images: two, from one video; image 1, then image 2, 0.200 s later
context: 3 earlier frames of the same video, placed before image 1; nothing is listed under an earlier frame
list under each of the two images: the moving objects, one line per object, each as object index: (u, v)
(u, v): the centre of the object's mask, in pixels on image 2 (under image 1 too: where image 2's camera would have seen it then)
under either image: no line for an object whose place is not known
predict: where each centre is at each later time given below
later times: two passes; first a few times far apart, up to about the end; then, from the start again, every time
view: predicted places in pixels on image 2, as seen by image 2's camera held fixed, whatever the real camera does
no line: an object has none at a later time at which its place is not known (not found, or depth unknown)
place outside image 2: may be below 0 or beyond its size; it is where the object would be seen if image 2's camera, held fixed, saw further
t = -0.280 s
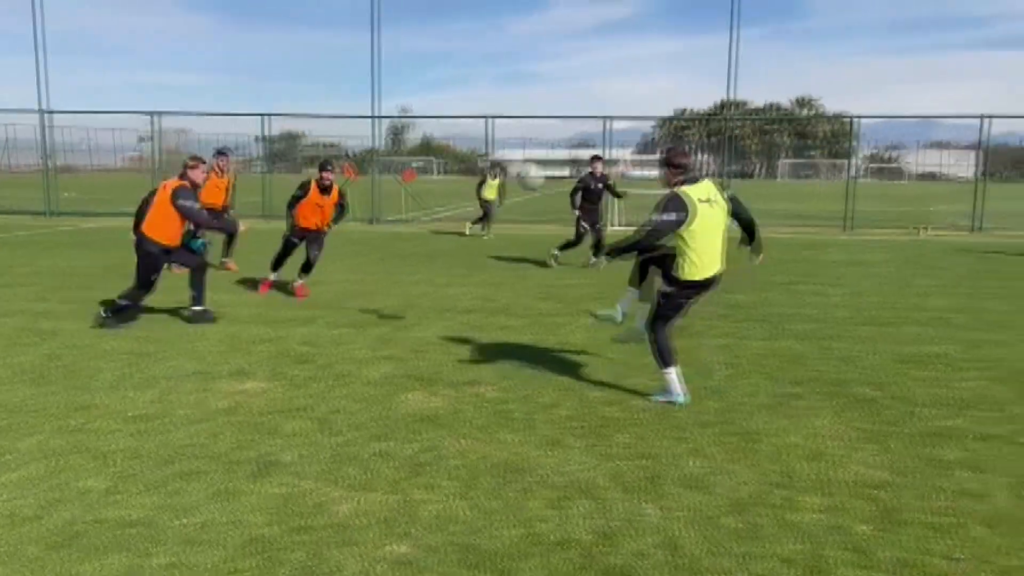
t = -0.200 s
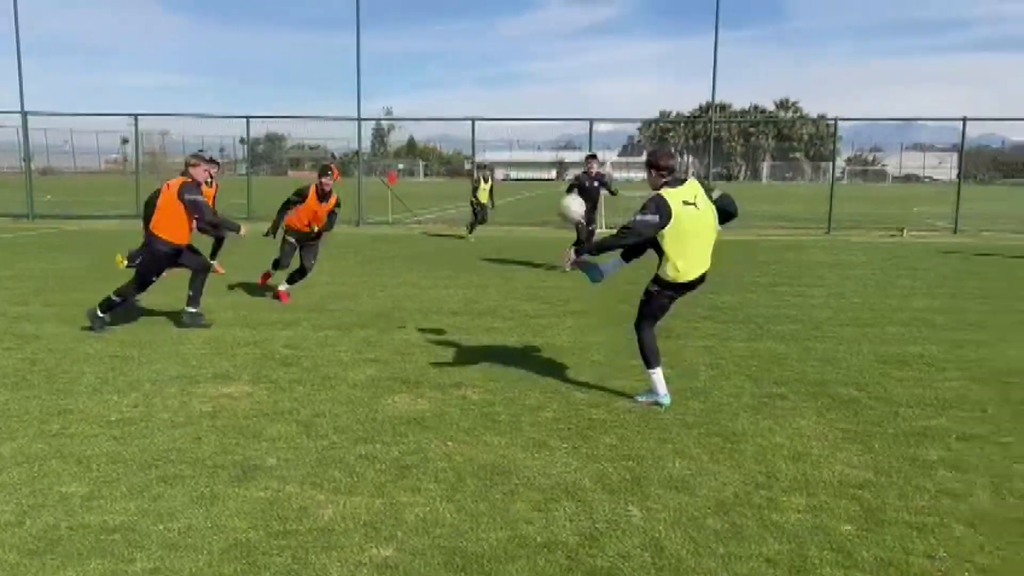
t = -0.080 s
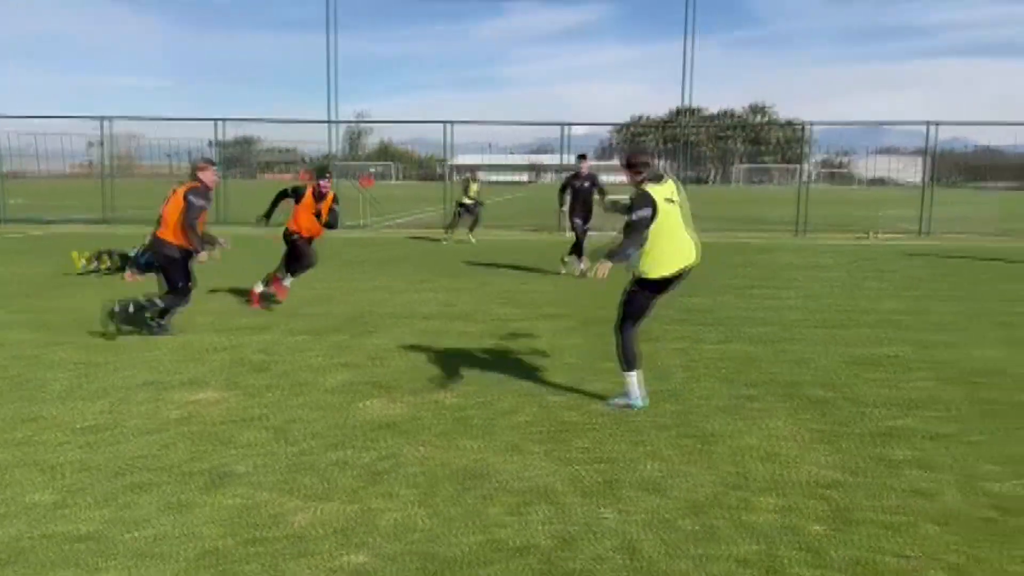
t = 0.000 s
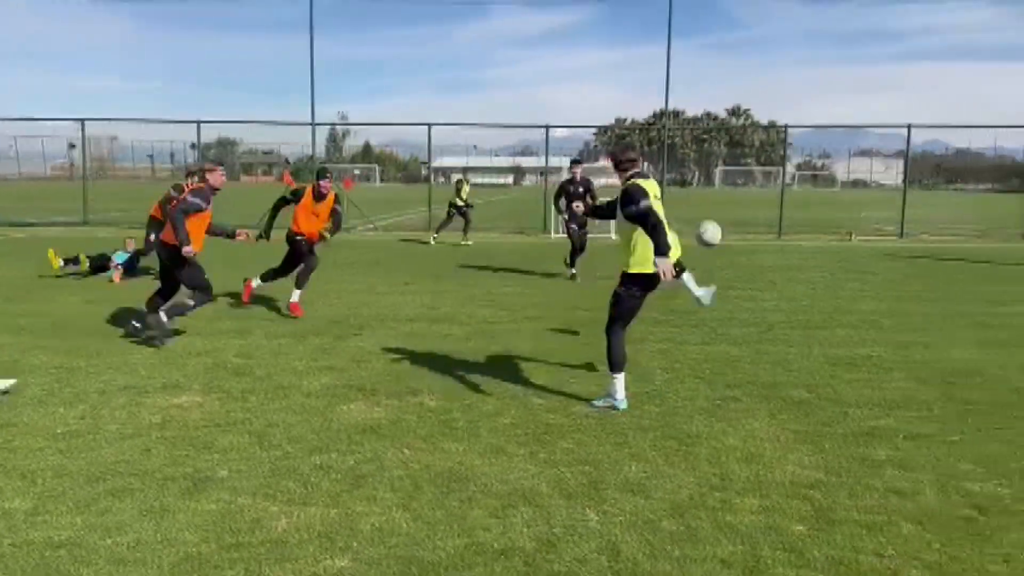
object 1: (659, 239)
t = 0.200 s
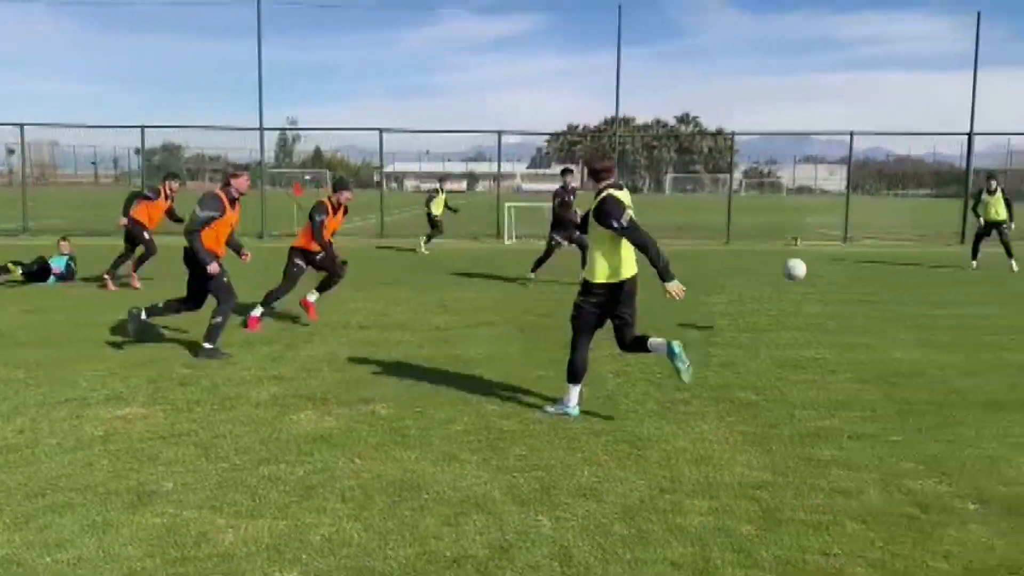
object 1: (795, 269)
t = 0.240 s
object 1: (817, 277)
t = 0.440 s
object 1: (904, 297)
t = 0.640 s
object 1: (955, 261)
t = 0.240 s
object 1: (817, 277)
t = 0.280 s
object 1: (836, 287)
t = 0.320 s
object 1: (865, 308)
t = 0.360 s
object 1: (883, 319)
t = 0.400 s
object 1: (893, 309)
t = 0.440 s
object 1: (904, 297)
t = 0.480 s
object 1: (914, 287)
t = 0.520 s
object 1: (927, 278)
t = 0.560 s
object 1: (939, 270)
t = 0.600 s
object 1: (947, 265)
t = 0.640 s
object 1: (955, 261)
